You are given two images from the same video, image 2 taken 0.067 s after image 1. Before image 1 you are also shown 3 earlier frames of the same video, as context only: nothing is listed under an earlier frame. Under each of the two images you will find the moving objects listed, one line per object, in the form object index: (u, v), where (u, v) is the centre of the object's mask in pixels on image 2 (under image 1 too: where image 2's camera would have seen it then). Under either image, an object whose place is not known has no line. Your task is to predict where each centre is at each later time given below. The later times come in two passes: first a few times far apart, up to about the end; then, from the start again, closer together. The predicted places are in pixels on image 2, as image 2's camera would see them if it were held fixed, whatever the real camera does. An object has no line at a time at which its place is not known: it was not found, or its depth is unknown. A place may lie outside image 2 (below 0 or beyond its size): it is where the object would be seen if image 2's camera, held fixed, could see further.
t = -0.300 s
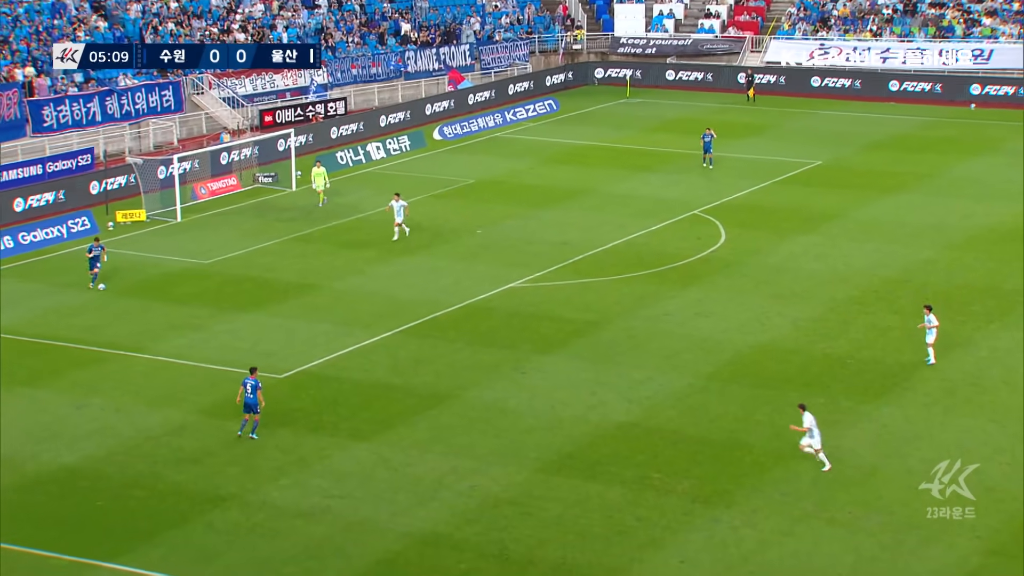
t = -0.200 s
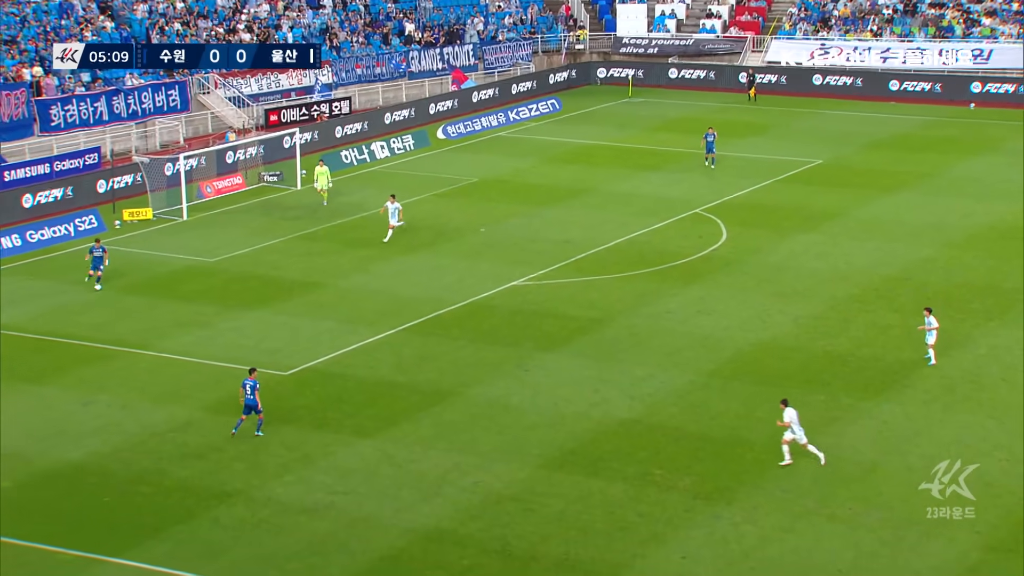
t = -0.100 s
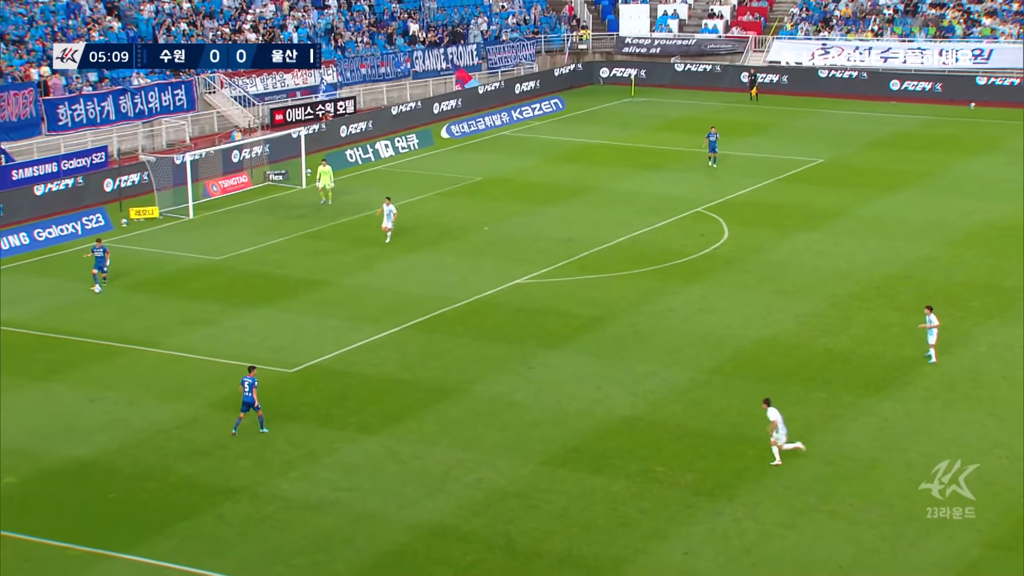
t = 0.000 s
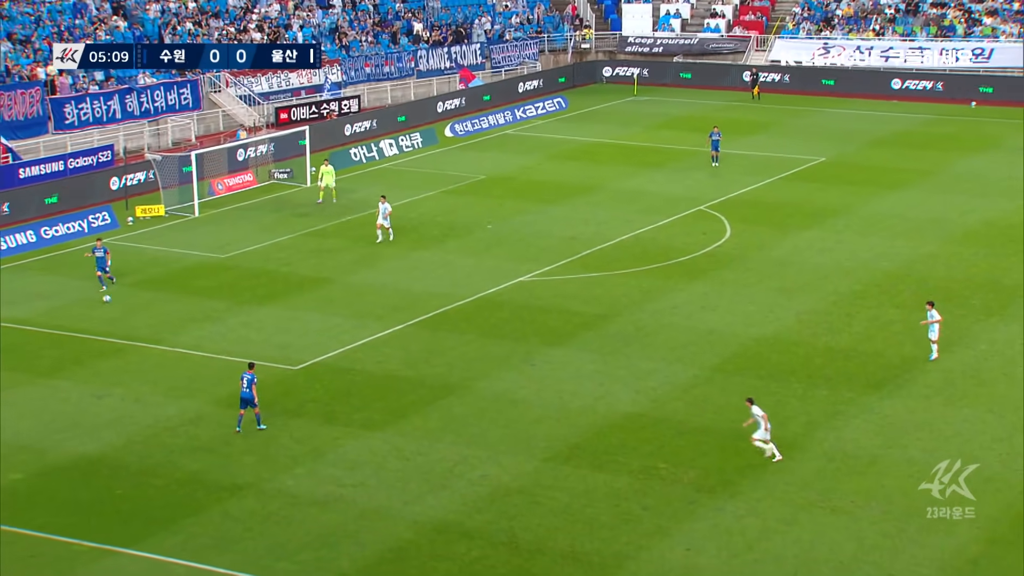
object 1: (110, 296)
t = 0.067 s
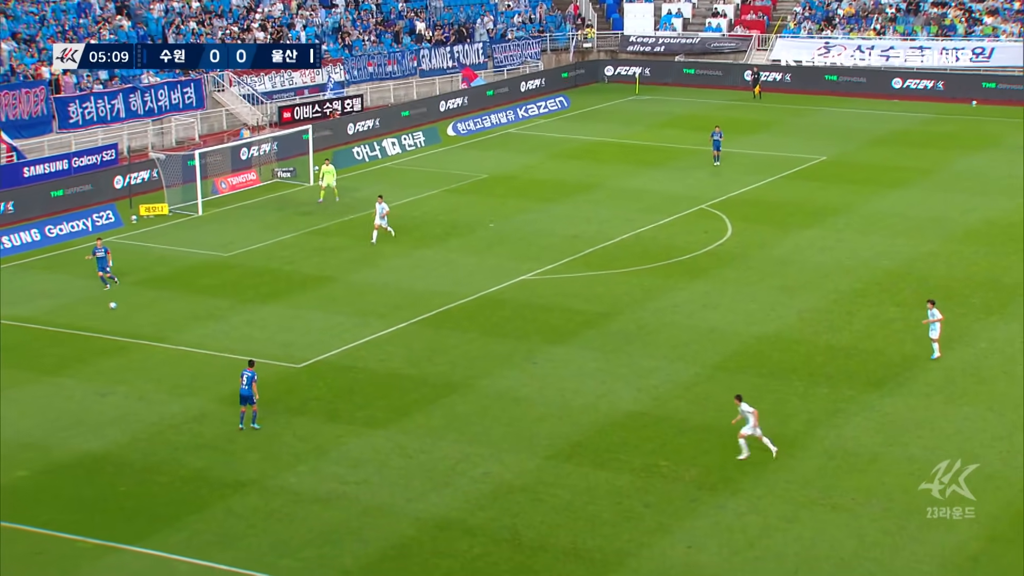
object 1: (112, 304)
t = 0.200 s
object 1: (115, 317)
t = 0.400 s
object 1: (119, 339)
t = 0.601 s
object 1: (123, 361)
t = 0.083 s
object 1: (113, 305)
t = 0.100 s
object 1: (113, 307)
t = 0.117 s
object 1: (113, 308)
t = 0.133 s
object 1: (114, 311)
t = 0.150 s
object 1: (114, 312)
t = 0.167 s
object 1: (114, 314)
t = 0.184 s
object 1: (115, 315)
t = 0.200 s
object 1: (115, 317)
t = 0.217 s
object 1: (115, 318)
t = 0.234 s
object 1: (115, 320)
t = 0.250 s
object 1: (115, 323)
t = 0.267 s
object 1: (116, 325)
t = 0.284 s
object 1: (117, 326)
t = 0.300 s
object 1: (117, 329)
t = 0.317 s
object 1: (117, 330)
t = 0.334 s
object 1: (118, 333)
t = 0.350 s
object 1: (118, 334)
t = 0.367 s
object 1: (118, 335)
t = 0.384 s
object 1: (118, 336)
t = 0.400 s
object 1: (119, 339)
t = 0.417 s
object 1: (119, 340)
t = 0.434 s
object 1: (119, 342)
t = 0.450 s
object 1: (119, 345)
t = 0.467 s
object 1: (120, 347)
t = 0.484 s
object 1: (120, 349)
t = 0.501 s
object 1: (121, 351)
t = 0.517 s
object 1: (121, 352)
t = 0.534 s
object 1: (121, 354)
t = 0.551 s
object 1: (122, 356)
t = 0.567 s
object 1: (123, 358)
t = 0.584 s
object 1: (123, 359)
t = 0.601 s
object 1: (123, 361)
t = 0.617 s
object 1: (124, 363)
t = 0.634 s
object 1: (124, 365)
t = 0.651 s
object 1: (125, 367)
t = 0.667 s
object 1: (125, 369)
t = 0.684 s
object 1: (124, 371)
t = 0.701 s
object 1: (125, 372)
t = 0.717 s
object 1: (125, 373)
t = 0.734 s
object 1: (125, 375)
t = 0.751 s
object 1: (127, 377)
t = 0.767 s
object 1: (128, 378)
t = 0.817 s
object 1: (128, 384)
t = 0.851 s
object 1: (129, 388)
